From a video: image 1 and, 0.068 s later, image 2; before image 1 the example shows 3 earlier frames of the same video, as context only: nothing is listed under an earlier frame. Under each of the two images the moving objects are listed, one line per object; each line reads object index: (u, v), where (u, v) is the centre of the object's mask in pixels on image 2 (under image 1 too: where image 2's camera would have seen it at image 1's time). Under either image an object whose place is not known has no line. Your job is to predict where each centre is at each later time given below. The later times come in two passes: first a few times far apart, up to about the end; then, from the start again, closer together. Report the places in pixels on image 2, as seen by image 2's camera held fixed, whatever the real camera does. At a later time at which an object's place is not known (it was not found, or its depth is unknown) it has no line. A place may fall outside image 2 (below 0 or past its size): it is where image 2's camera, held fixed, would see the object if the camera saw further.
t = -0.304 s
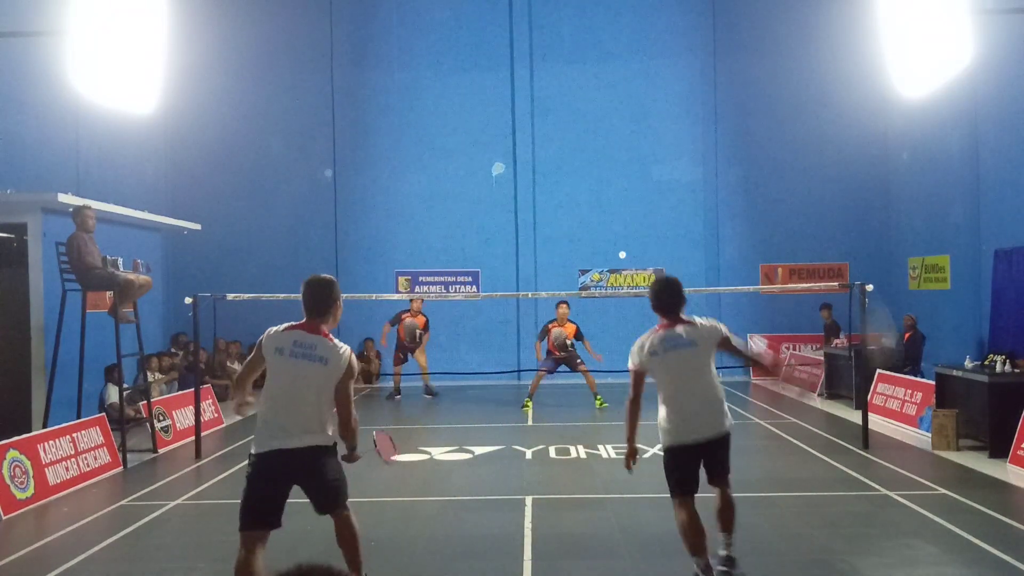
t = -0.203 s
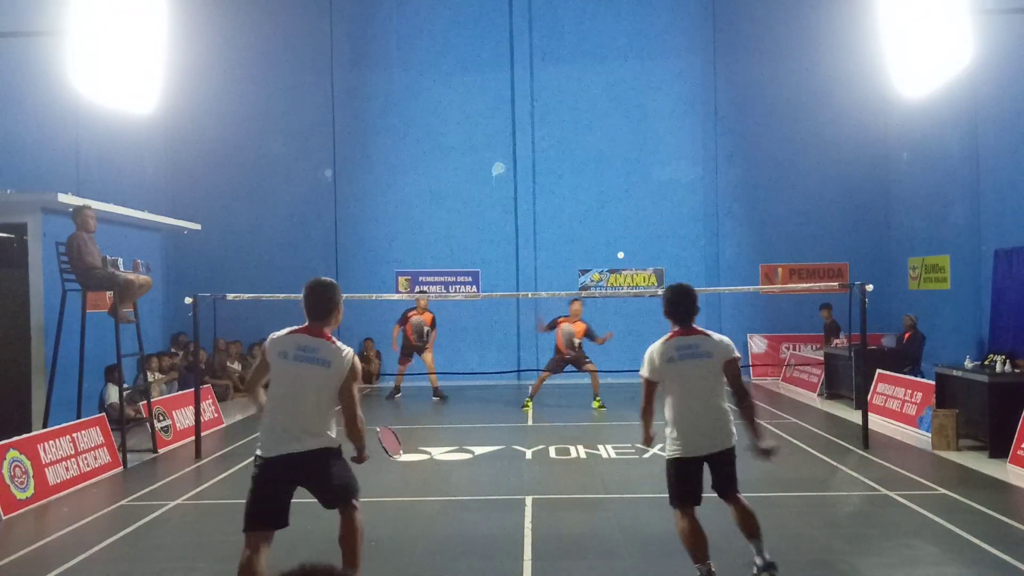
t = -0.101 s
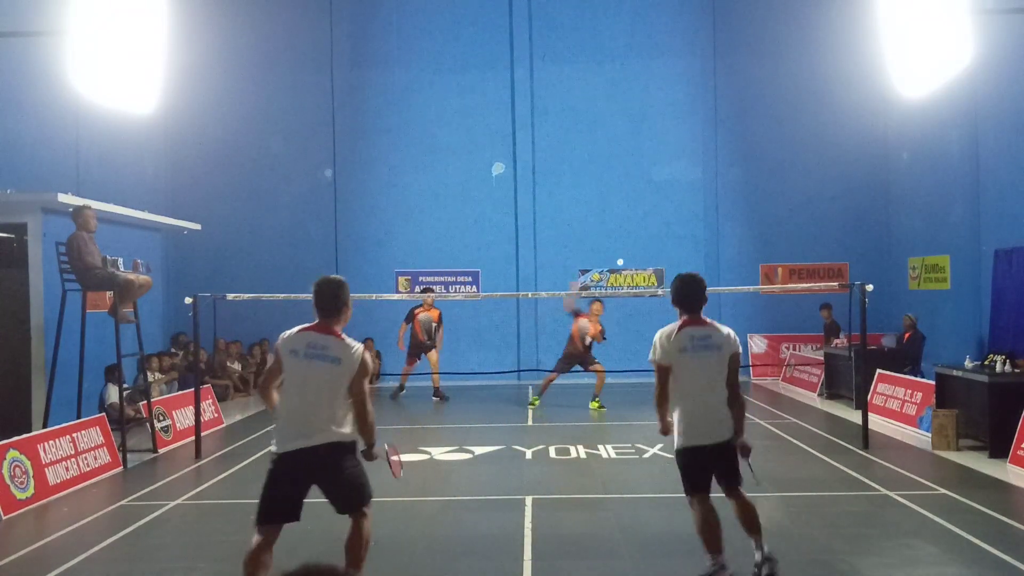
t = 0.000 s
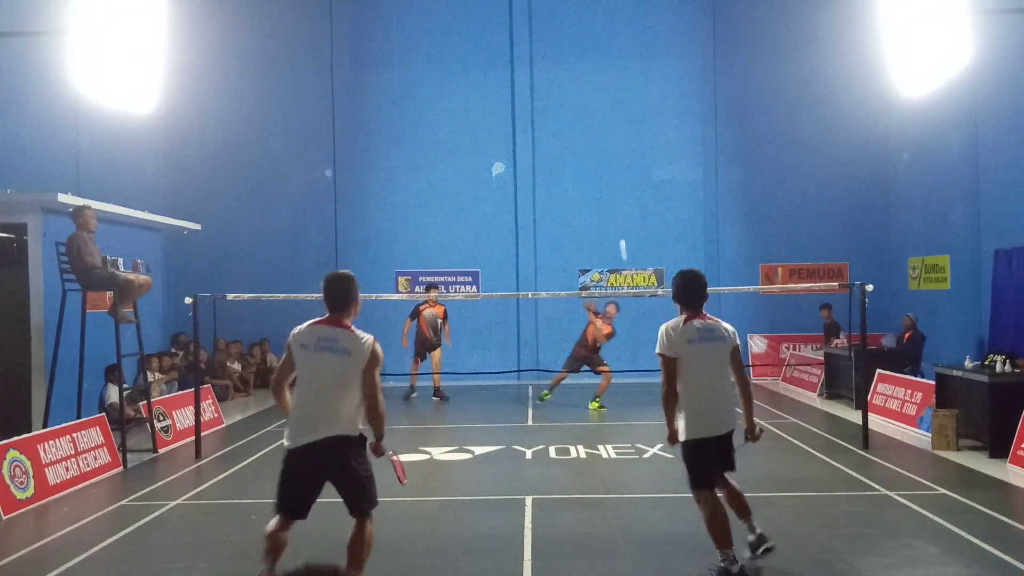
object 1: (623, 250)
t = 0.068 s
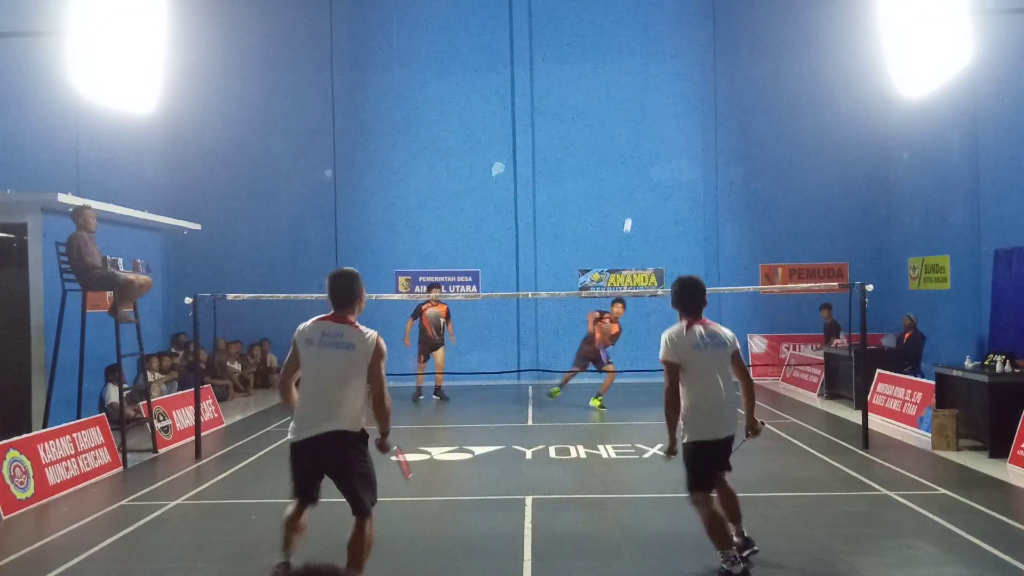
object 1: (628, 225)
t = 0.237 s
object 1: (635, 188)
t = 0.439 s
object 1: (641, 192)
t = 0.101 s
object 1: (629, 215)
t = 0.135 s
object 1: (631, 206)
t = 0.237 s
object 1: (635, 188)
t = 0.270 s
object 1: (637, 185)
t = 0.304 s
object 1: (637, 183)
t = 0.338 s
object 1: (639, 183)
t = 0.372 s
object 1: (639, 184)
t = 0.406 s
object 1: (640, 187)
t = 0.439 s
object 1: (641, 192)
